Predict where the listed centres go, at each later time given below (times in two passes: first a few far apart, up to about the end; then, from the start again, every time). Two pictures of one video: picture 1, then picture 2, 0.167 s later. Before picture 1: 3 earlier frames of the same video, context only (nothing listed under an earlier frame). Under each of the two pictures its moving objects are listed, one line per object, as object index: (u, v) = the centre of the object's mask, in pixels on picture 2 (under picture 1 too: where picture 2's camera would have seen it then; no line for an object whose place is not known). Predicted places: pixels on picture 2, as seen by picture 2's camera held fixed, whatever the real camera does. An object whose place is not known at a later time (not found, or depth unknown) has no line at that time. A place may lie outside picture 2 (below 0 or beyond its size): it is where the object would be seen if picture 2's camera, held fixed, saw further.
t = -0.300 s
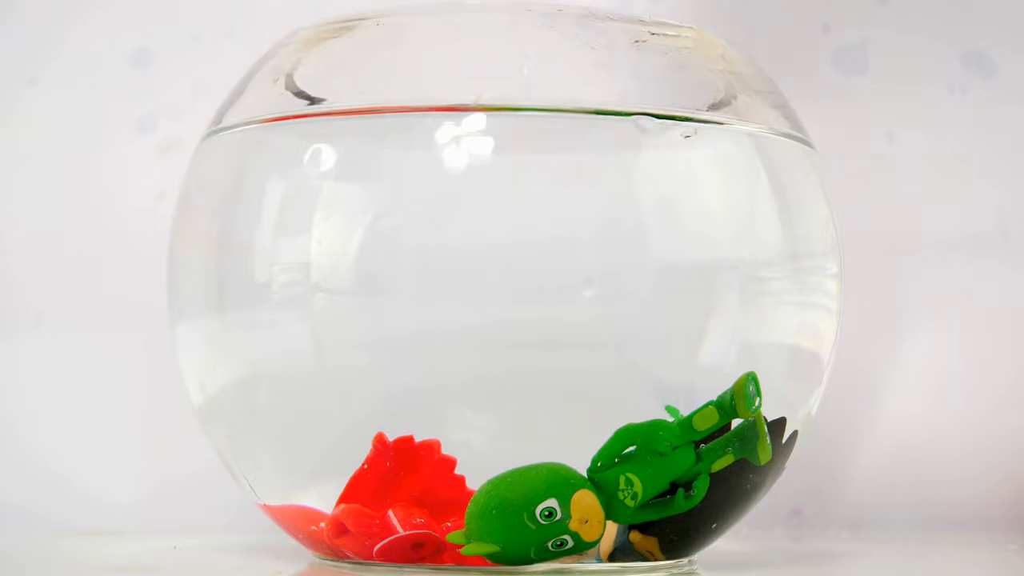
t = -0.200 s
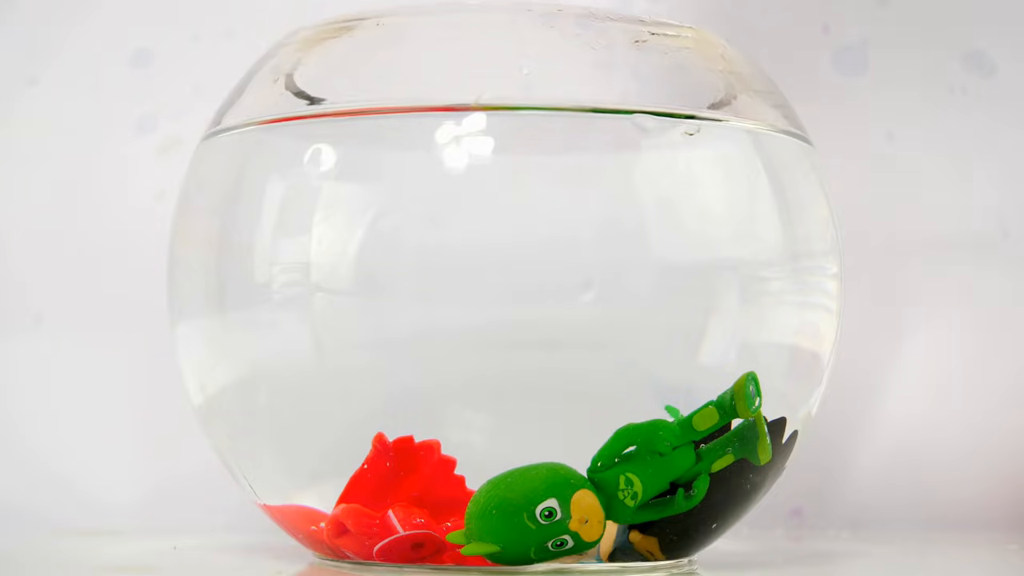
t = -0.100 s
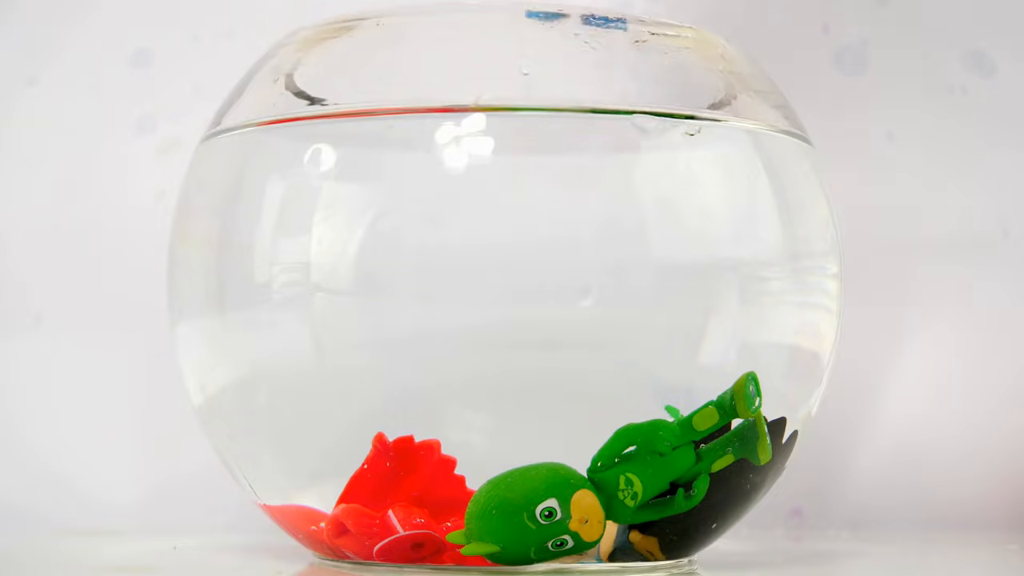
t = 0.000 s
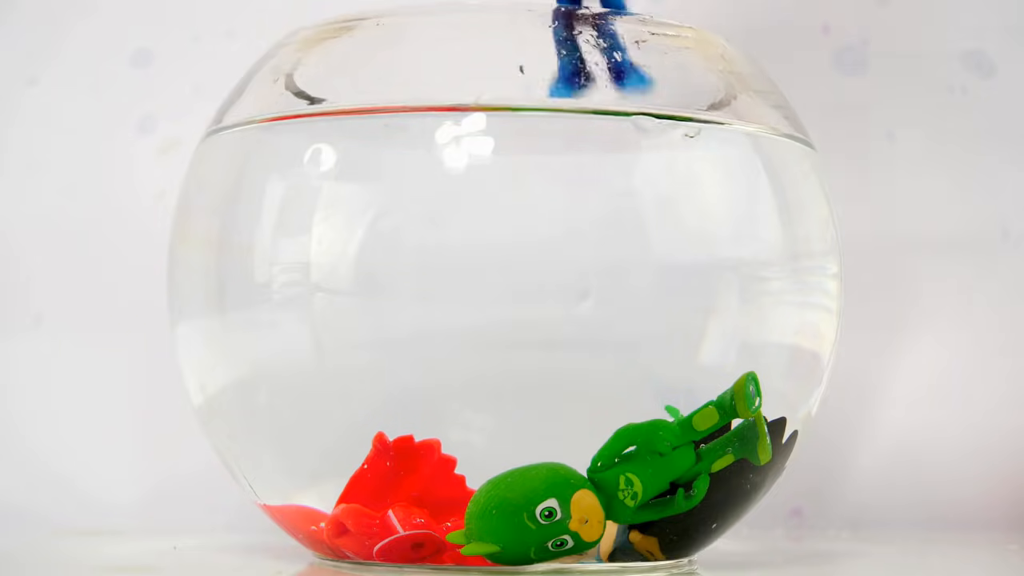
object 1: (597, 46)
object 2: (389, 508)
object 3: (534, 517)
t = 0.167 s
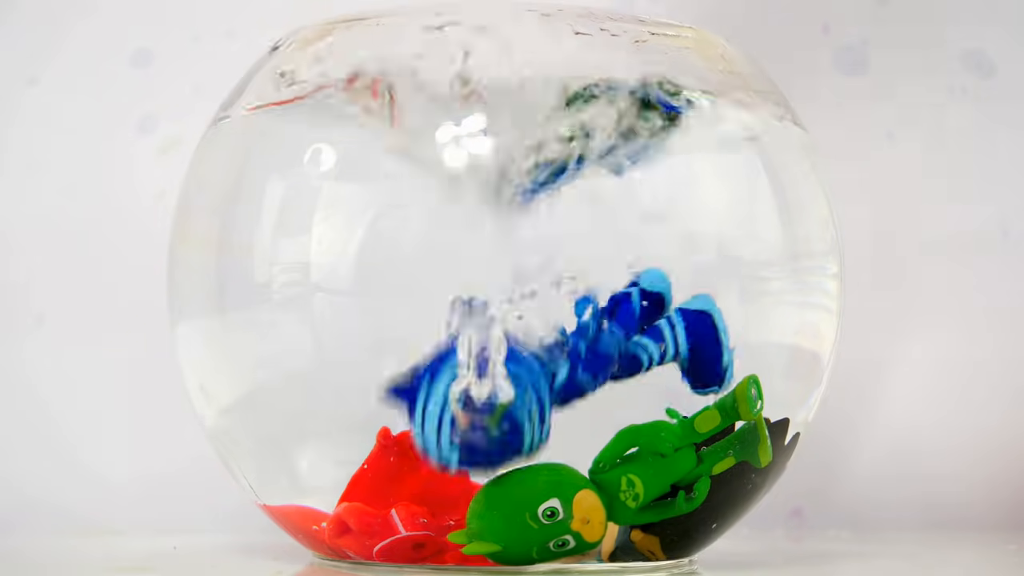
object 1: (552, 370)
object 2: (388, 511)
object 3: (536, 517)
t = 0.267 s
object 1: (486, 396)
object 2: (403, 526)
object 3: (572, 514)
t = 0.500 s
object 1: (442, 420)
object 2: (418, 527)
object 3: (584, 514)
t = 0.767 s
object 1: (448, 458)
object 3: (584, 515)
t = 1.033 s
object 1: (452, 477)
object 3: (585, 515)
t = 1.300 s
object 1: (454, 480)
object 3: (587, 516)
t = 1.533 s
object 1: (454, 481)
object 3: (588, 516)
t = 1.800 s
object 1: (454, 481)
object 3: (588, 516)
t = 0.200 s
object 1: (526, 382)
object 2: (392, 519)
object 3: (550, 516)
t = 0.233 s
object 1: (502, 393)
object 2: (397, 525)
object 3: (563, 515)
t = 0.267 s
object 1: (486, 396)
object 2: (403, 526)
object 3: (572, 514)
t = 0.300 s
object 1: (478, 394)
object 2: (407, 525)
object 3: (579, 514)
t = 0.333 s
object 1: (470, 395)
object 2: (410, 523)
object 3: (582, 513)
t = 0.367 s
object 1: (461, 401)
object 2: (412, 523)
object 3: (583, 514)
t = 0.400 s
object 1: (453, 409)
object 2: (413, 524)
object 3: (583, 513)
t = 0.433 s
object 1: (448, 414)
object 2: (415, 525)
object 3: (583, 514)
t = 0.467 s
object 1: (446, 418)
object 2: (418, 526)
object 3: (583, 514)
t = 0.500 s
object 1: (442, 420)
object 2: (418, 527)
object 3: (584, 514)
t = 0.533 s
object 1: (438, 425)
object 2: (420, 530)
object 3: (584, 514)
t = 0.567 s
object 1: (438, 429)
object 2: (423, 532)
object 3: (584, 514)
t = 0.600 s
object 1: (438, 435)
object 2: (426, 535)
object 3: (584, 514)
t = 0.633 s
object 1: (443, 441)
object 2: (442, 539)
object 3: (584, 514)
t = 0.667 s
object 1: (443, 447)
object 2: (448, 541)
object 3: (584, 514)
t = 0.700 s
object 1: (444, 451)
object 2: (450, 542)
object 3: (584, 514)
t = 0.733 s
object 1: (445, 455)
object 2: (453, 542)
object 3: (584, 515)
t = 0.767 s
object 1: (448, 458)
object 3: (584, 515)
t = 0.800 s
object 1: (450, 459)
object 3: (585, 514)
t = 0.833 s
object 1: (453, 461)
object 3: (585, 514)
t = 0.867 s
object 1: (454, 464)
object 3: (585, 514)
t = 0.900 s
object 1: (455, 467)
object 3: (585, 515)
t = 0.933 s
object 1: (455, 470)
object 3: (585, 515)
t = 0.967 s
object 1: (455, 474)
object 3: (585, 515)
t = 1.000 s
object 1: (455, 476)
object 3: (585, 515)
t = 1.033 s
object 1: (452, 477)
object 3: (585, 515)
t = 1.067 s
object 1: (453, 478)
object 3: (586, 515)
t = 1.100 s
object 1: (453, 479)
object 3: (586, 515)
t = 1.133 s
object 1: (453, 479)
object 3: (586, 515)
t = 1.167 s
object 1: (453, 480)
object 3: (586, 516)
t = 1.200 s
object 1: (453, 480)
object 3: (586, 516)
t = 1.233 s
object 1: (453, 480)
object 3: (586, 516)
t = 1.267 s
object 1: (454, 480)
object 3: (586, 516)
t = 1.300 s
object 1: (454, 480)
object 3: (587, 516)
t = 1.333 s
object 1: (454, 481)
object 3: (587, 516)
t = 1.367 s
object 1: (454, 480)
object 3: (587, 516)
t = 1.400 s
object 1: (454, 481)
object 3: (587, 516)
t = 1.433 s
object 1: (454, 481)
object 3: (587, 516)
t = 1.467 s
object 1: (454, 481)
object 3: (587, 516)
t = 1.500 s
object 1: (454, 481)
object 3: (587, 516)
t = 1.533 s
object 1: (454, 481)
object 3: (588, 516)
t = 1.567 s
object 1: (454, 481)
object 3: (588, 516)
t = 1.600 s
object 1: (454, 481)
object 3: (588, 516)
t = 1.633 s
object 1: (454, 481)
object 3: (588, 516)
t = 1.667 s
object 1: (454, 481)
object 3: (588, 516)
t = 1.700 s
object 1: (454, 481)
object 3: (588, 516)
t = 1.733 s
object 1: (454, 481)
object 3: (588, 516)
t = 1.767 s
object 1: (454, 481)
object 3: (588, 516)
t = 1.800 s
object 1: (454, 481)
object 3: (588, 516)
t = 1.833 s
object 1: (454, 481)
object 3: (588, 516)
